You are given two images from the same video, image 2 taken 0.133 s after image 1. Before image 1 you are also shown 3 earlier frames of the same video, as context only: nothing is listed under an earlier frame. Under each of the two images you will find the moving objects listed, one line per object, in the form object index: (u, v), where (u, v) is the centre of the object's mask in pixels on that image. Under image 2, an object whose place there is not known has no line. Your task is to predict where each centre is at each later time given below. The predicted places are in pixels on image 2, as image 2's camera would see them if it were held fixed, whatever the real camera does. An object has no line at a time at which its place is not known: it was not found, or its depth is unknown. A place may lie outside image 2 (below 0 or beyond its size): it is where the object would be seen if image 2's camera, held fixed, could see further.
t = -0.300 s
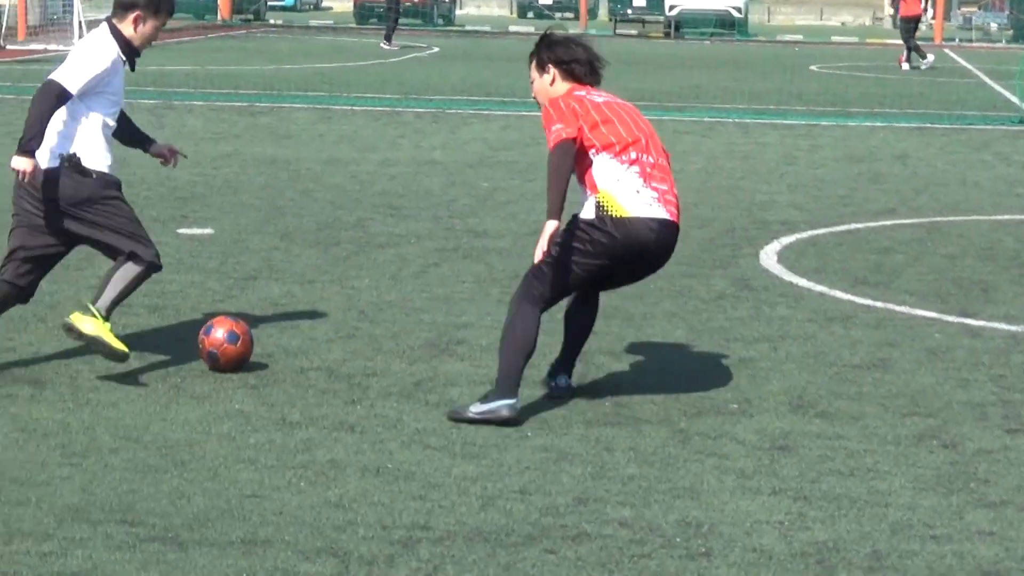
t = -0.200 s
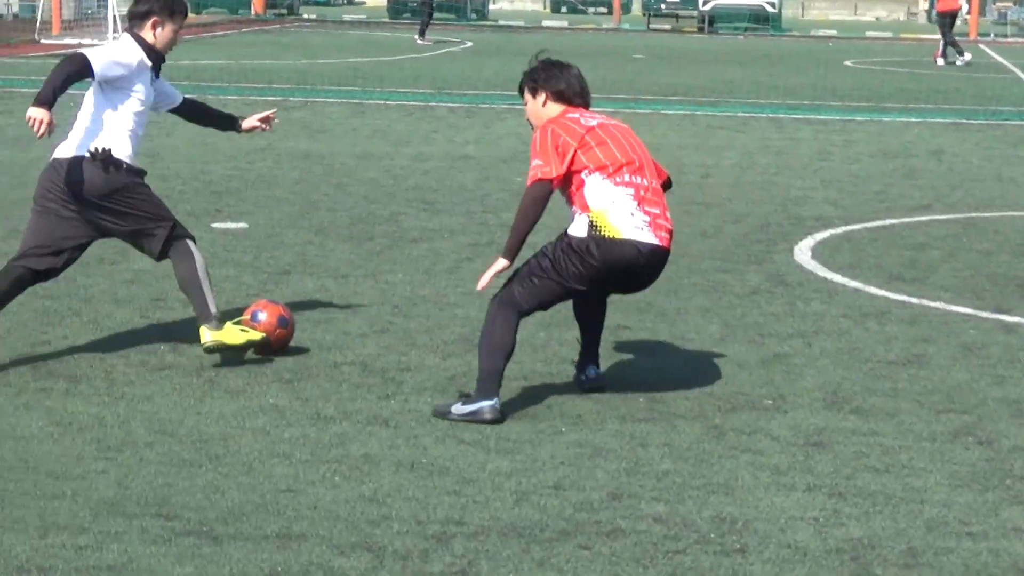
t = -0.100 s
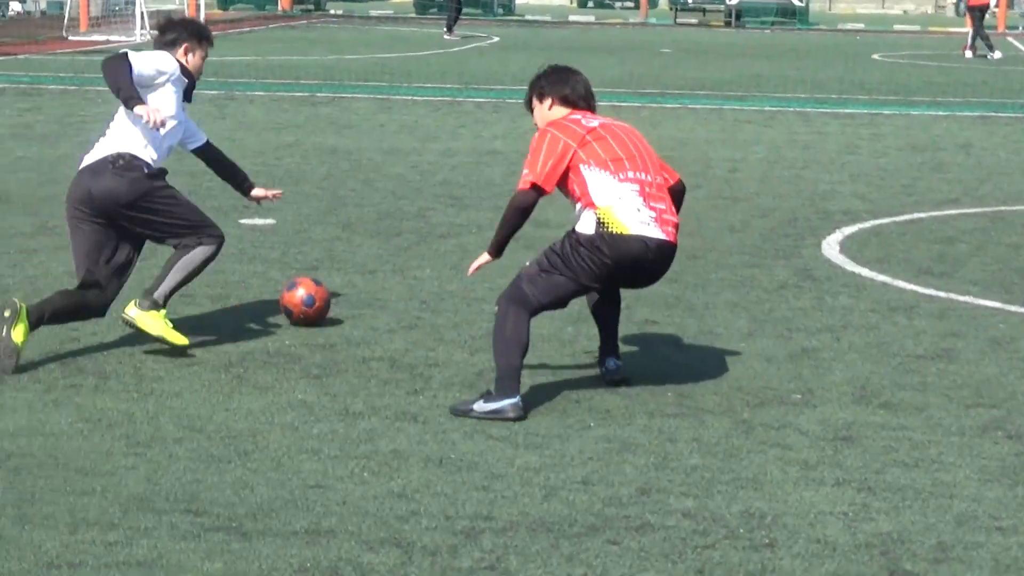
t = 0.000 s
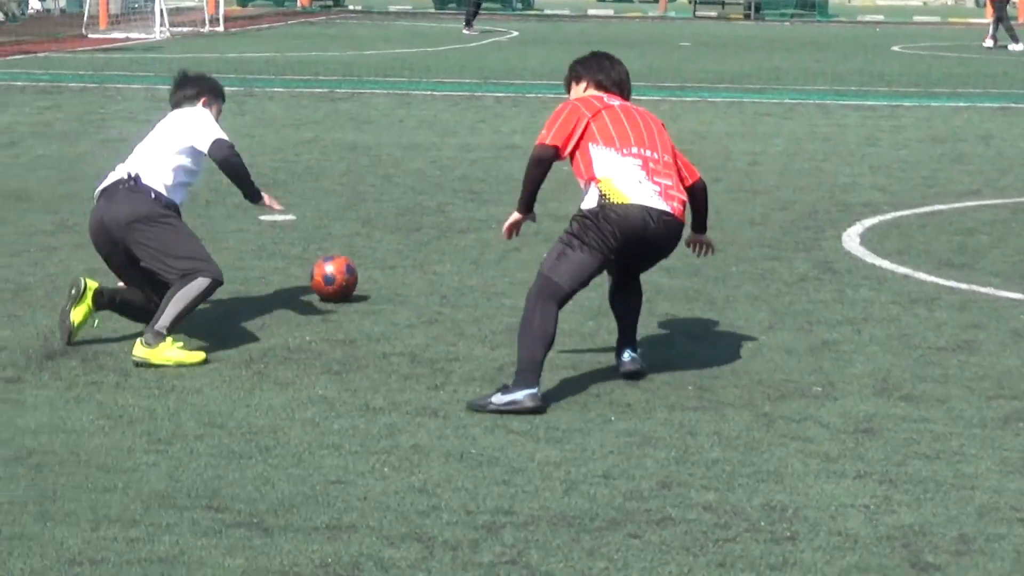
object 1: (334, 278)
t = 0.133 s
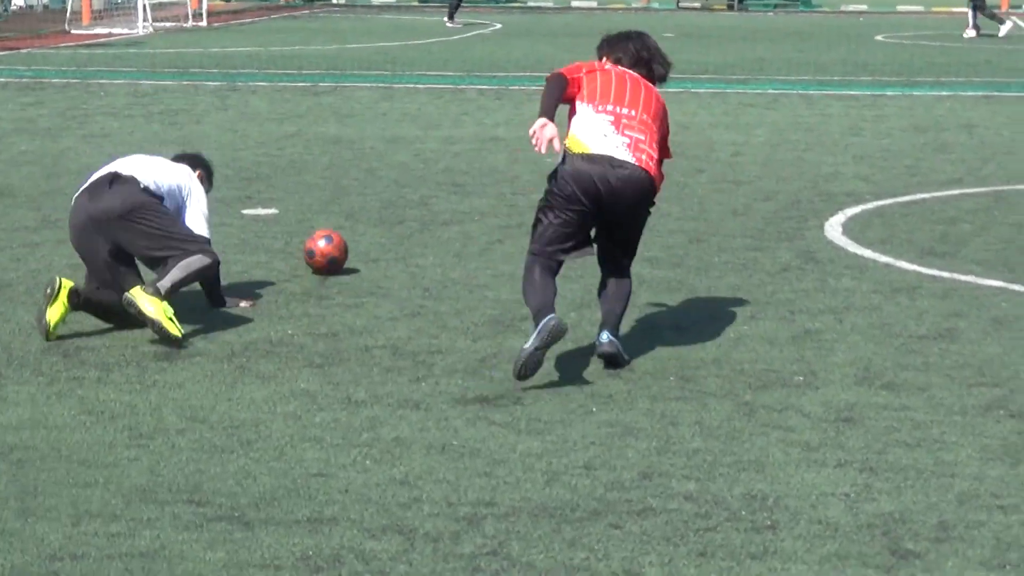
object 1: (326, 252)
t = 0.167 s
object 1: (326, 248)
